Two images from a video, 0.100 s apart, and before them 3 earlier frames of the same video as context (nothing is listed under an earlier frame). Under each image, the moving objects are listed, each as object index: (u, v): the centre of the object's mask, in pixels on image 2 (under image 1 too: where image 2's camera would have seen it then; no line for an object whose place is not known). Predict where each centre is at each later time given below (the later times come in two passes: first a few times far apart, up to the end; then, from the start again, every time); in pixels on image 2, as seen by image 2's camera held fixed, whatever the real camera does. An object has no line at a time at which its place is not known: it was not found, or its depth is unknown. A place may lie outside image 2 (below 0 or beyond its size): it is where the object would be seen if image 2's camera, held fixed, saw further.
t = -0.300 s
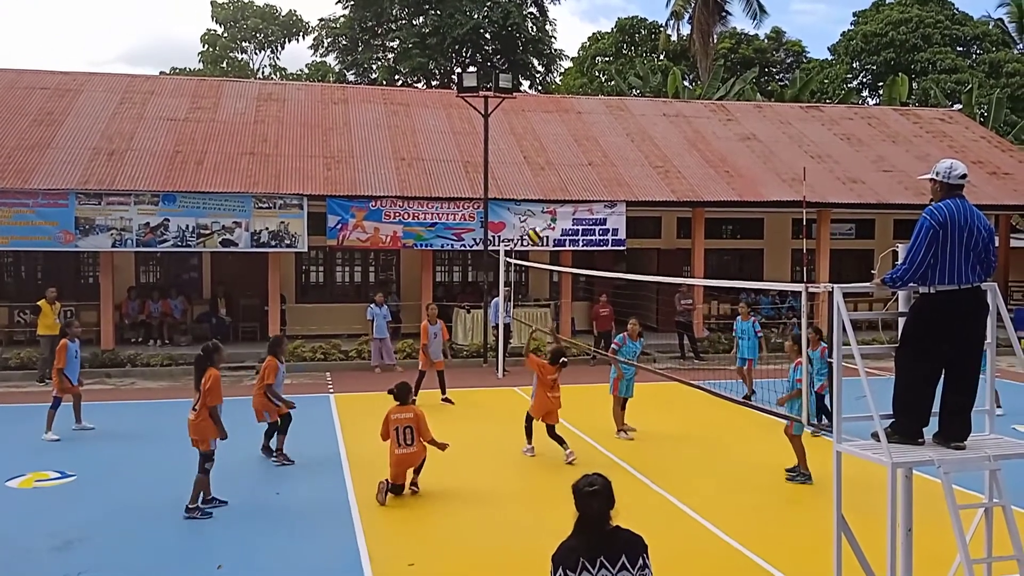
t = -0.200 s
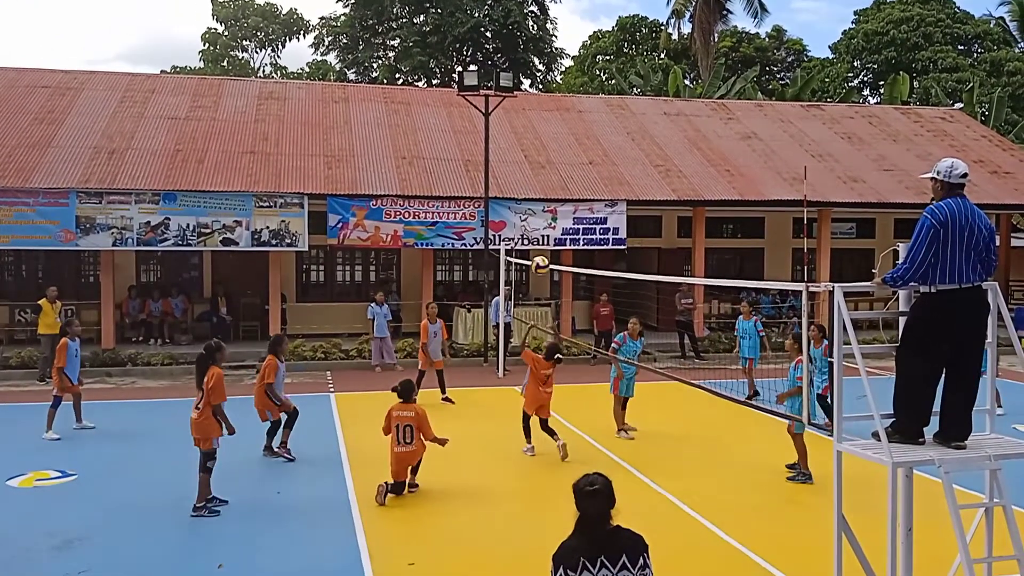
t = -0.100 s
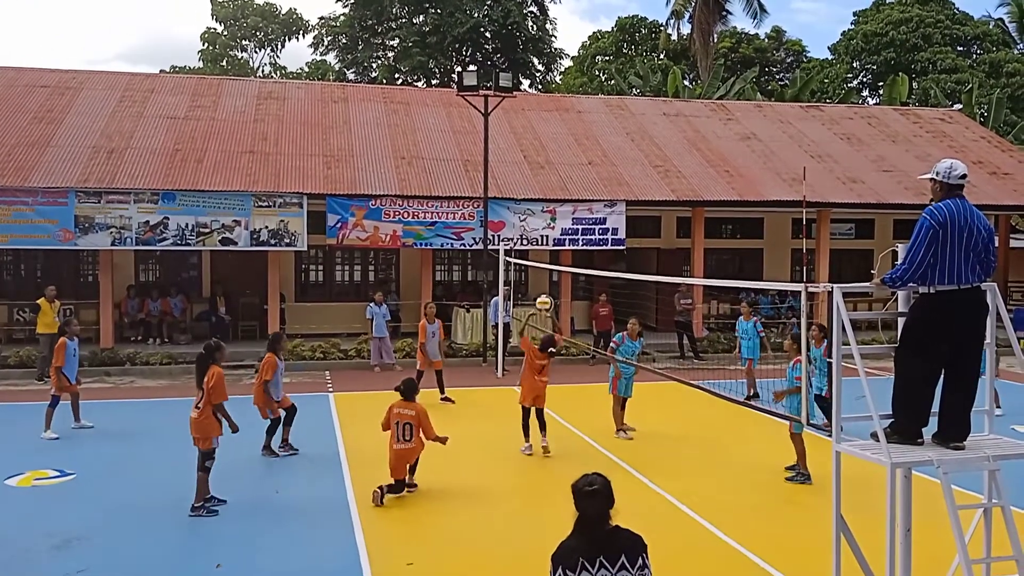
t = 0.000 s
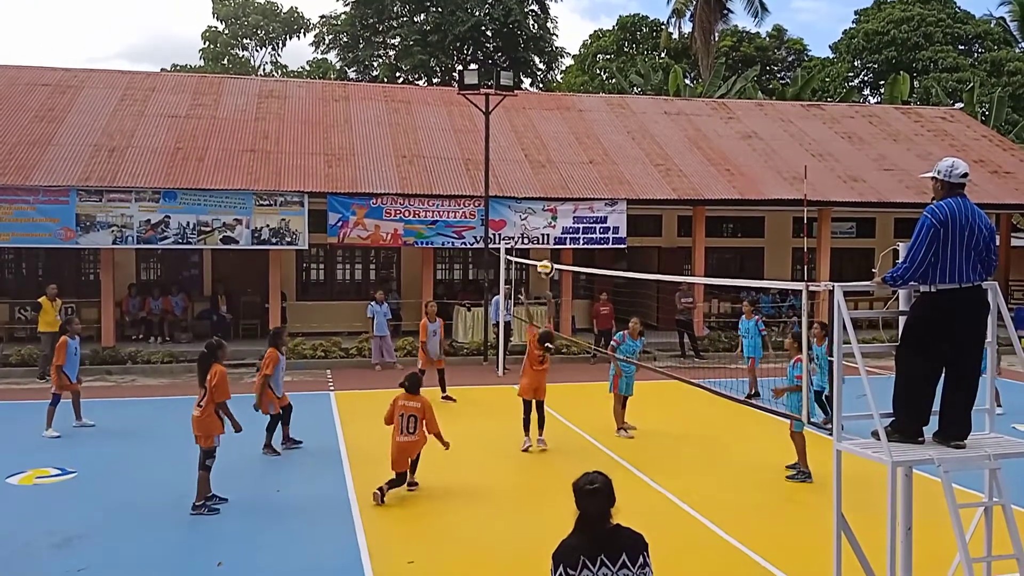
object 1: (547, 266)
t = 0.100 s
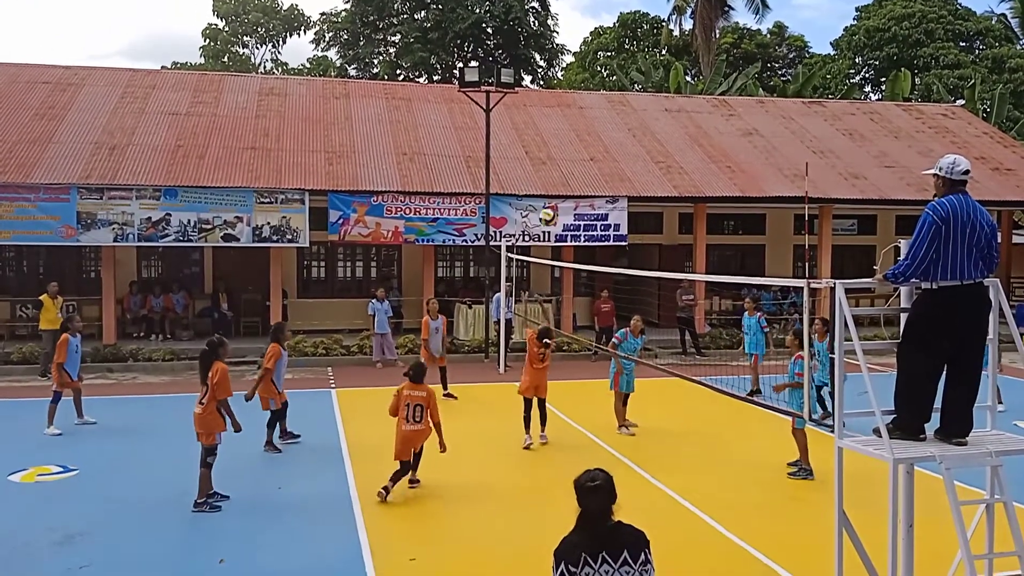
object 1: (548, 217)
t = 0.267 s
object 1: (548, 156)
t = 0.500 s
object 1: (549, 112)
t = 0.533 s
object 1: (549, 110)
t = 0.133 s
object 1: (547, 203)
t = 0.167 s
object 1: (547, 190)
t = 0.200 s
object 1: (548, 178)
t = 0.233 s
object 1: (548, 166)
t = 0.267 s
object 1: (548, 156)
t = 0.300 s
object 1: (548, 147)
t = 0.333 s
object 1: (549, 139)
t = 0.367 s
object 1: (549, 132)
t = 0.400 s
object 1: (549, 126)
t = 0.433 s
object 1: (549, 120)
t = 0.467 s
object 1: (549, 116)
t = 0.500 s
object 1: (549, 112)
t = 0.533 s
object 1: (549, 110)
